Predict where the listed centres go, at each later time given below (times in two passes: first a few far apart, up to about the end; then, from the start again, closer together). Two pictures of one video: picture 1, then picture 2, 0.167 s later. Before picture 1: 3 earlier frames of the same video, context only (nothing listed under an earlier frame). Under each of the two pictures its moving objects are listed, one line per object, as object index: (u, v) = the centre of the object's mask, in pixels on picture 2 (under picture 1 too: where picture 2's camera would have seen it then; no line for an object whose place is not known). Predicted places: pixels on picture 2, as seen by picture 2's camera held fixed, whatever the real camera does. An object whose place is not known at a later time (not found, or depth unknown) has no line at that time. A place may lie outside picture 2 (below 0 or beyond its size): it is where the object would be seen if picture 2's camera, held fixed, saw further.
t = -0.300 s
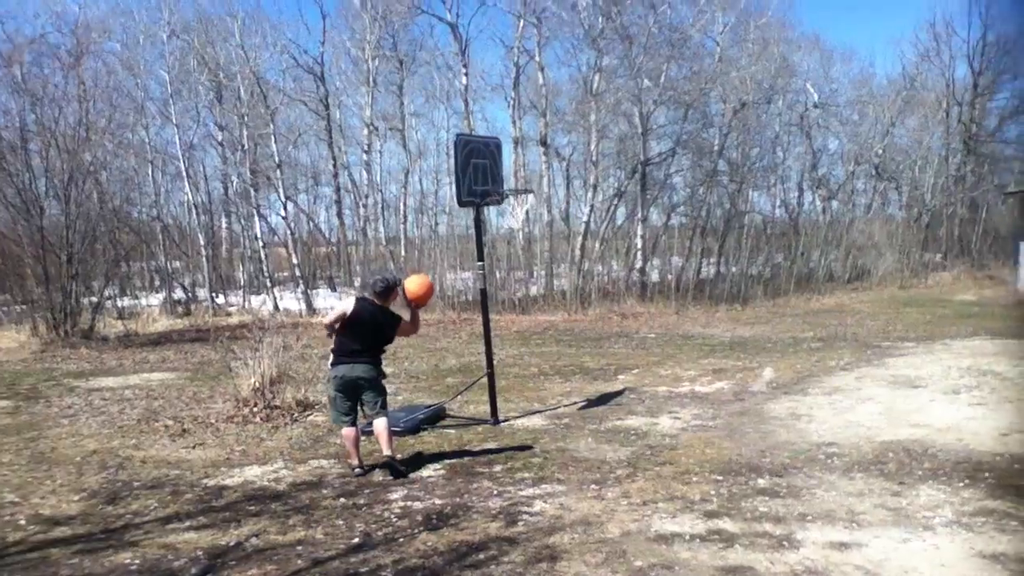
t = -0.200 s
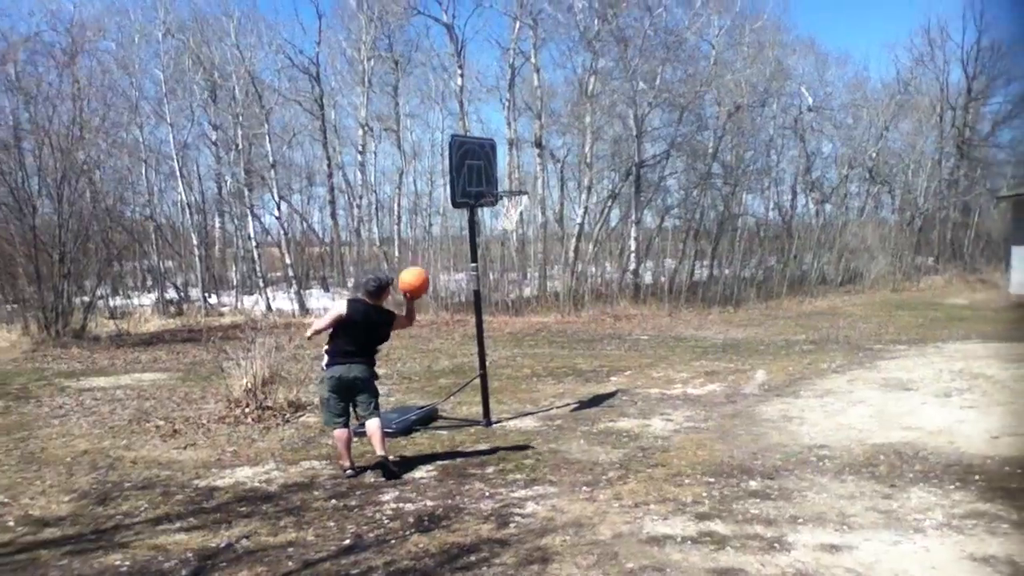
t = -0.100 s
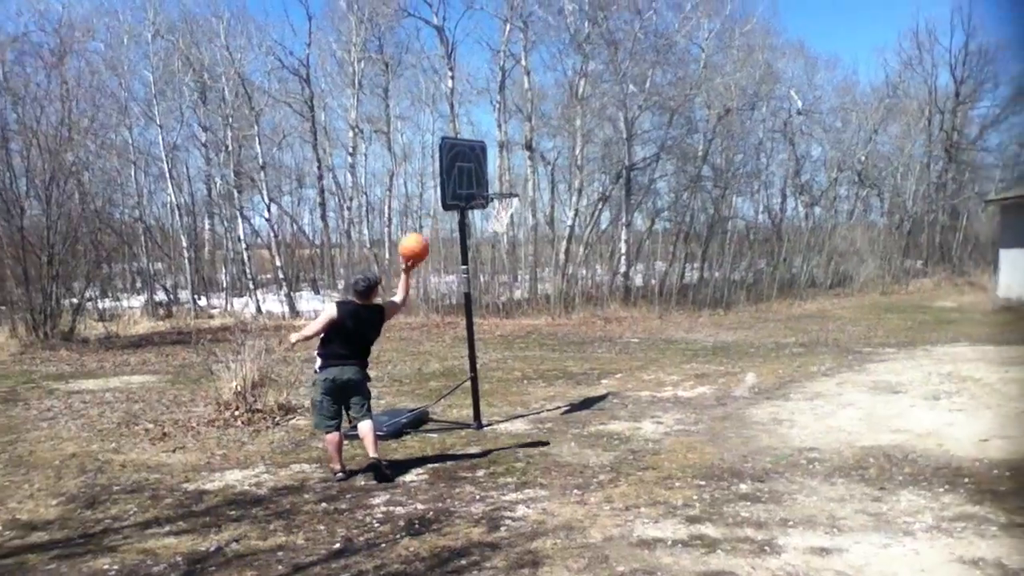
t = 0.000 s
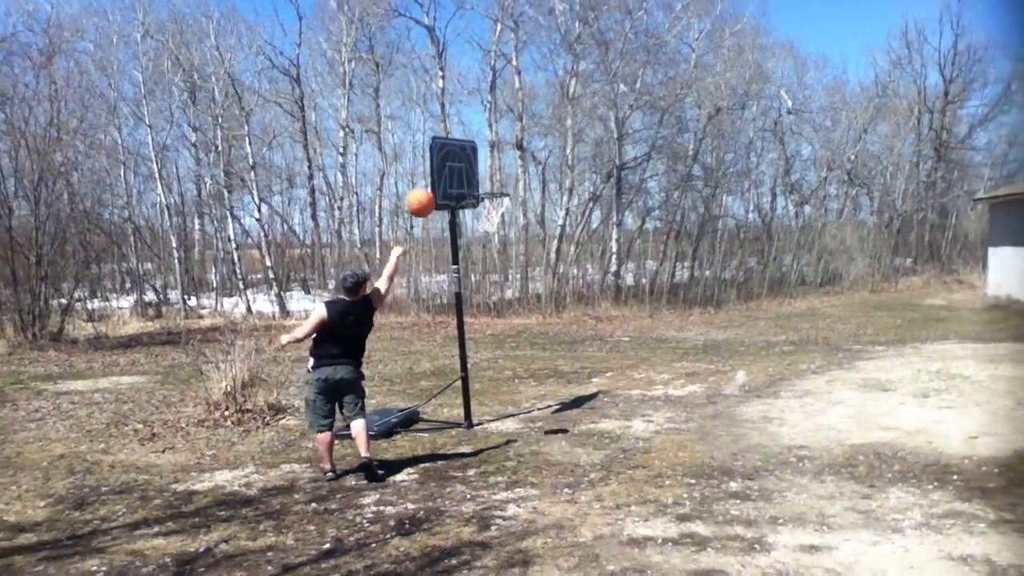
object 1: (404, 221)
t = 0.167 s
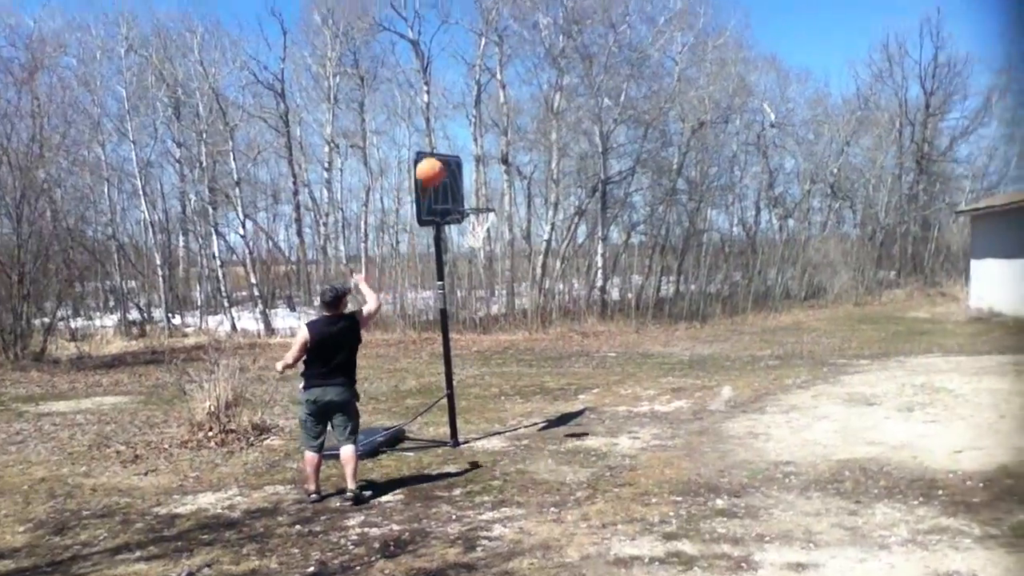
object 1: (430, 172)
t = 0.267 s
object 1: (445, 162)
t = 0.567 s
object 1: (483, 200)
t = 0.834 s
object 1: (472, 186)
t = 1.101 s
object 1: (468, 224)
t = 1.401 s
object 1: (480, 350)
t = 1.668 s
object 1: (482, 382)
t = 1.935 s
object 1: (481, 344)
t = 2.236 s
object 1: (482, 381)
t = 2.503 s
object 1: (480, 393)
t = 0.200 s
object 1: (435, 167)
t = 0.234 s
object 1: (440, 163)
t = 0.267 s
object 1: (445, 162)
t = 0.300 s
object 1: (449, 159)
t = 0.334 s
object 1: (456, 158)
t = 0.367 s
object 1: (460, 161)
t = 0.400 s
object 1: (465, 164)
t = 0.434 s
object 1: (469, 170)
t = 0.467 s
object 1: (473, 175)
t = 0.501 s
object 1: (476, 182)
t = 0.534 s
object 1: (479, 191)
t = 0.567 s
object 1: (483, 200)
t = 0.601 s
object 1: (483, 201)
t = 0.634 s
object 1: (481, 197)
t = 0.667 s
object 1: (480, 193)
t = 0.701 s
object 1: (478, 189)
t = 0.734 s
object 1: (477, 189)
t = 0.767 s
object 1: (475, 187)
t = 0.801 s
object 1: (473, 186)
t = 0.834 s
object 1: (472, 186)
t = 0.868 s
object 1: (471, 188)
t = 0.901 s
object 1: (469, 191)
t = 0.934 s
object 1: (468, 194)
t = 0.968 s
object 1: (468, 199)
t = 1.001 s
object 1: (469, 204)
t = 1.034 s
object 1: (469, 207)
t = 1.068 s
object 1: (469, 216)
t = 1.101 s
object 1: (468, 224)
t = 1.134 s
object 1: (461, 233)
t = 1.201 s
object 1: (471, 258)
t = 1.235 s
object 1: (472, 270)
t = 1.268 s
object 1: (473, 284)
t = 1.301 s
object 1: (474, 299)
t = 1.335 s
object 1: (475, 314)
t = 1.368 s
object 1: (477, 332)
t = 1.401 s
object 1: (480, 350)
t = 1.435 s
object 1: (480, 368)
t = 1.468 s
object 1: (482, 388)
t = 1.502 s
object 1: (483, 409)
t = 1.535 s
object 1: (485, 426)
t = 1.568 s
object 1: (483, 414)
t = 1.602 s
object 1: (483, 402)
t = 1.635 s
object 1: (483, 392)
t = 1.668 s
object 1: (482, 382)
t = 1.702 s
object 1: (482, 374)
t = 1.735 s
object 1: (482, 367)
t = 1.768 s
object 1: (481, 360)
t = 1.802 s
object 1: (481, 355)
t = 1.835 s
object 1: (481, 352)
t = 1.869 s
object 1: (481, 348)
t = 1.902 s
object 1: (481, 345)
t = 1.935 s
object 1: (481, 344)
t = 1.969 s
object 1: (481, 344)
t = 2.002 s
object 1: (481, 345)
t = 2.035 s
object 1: (481, 347)
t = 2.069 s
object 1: (481, 351)
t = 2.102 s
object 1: (481, 355)
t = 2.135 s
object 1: (481, 360)
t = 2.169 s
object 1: (481, 366)
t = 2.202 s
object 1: (482, 373)
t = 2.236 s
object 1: (482, 381)
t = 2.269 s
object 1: (483, 390)
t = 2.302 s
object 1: (483, 401)
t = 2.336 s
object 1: (483, 412)
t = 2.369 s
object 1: (483, 416)
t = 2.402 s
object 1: (482, 409)
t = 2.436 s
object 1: (482, 403)
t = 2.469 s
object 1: (481, 398)
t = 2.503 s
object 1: (480, 393)
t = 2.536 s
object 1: (480, 390)
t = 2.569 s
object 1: (479, 387)
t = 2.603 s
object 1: (478, 386)
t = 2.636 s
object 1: (478, 385)
